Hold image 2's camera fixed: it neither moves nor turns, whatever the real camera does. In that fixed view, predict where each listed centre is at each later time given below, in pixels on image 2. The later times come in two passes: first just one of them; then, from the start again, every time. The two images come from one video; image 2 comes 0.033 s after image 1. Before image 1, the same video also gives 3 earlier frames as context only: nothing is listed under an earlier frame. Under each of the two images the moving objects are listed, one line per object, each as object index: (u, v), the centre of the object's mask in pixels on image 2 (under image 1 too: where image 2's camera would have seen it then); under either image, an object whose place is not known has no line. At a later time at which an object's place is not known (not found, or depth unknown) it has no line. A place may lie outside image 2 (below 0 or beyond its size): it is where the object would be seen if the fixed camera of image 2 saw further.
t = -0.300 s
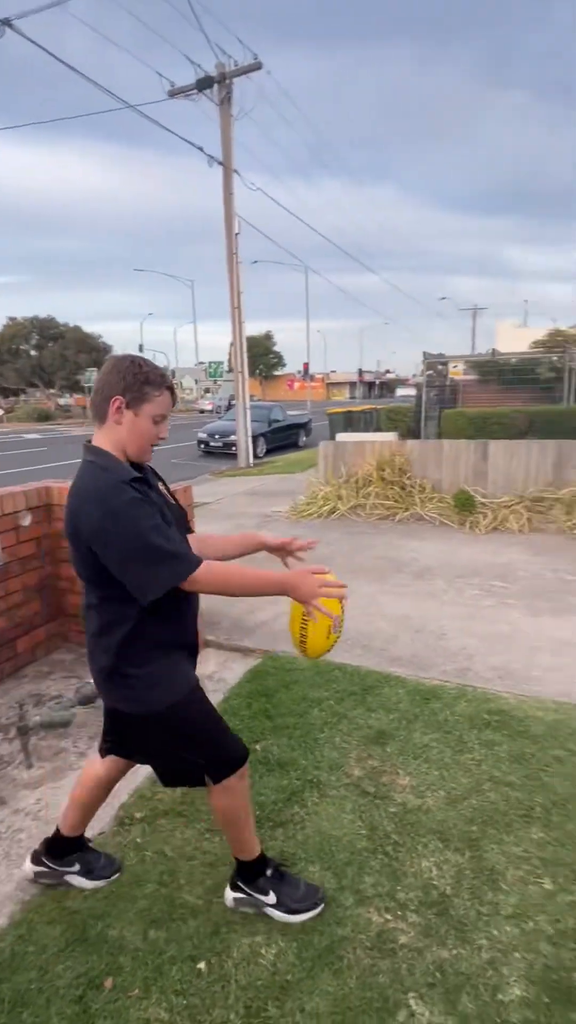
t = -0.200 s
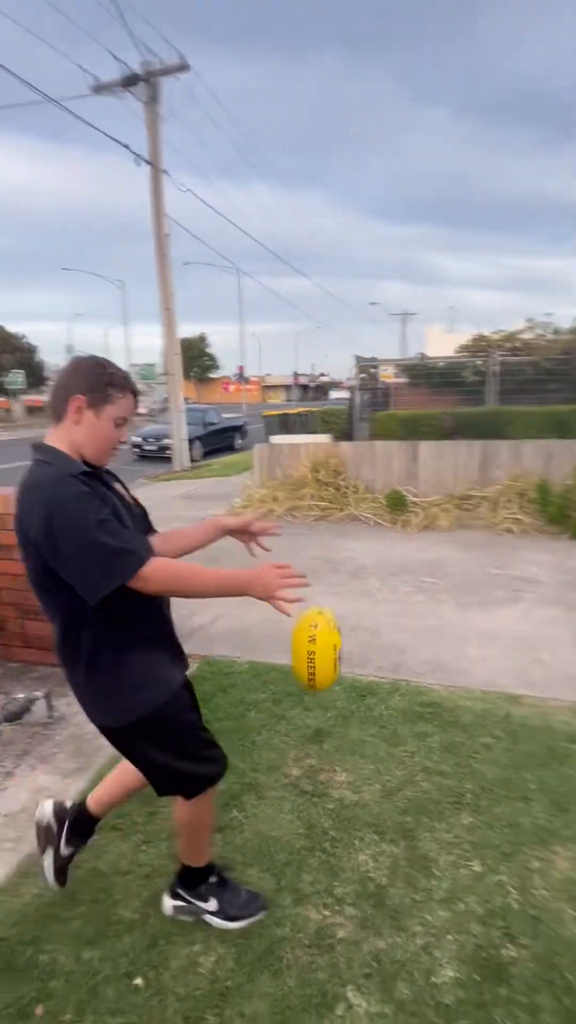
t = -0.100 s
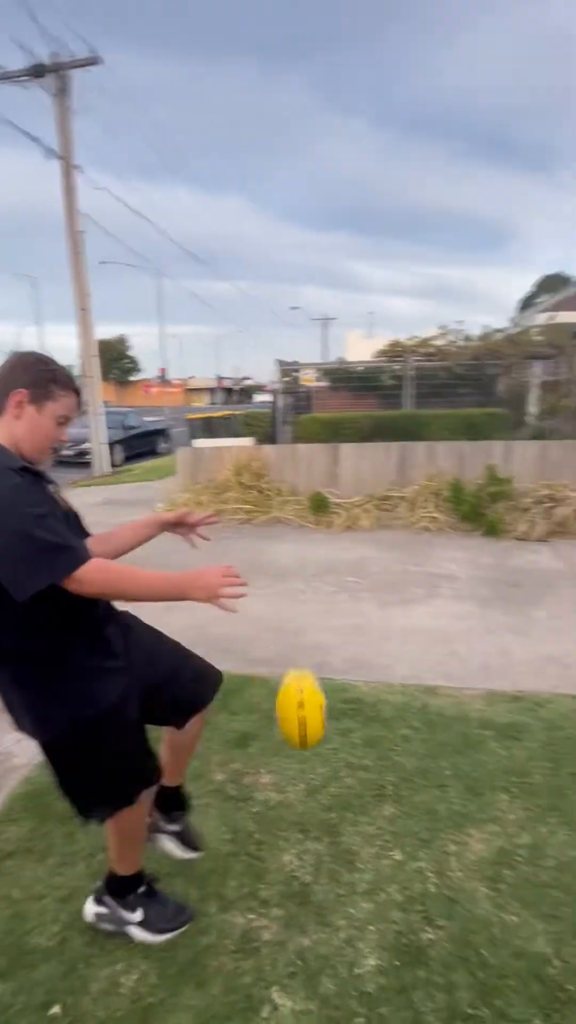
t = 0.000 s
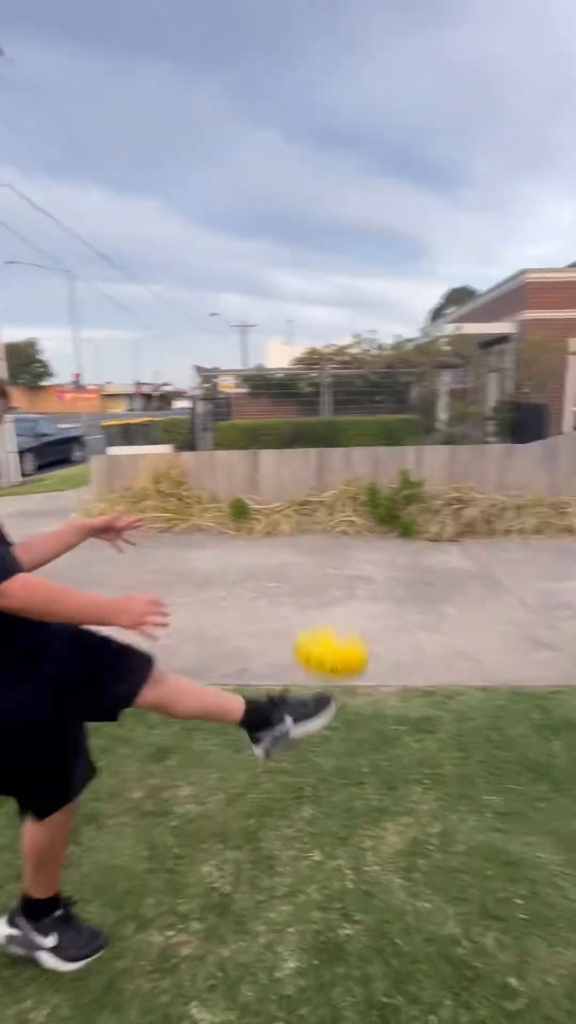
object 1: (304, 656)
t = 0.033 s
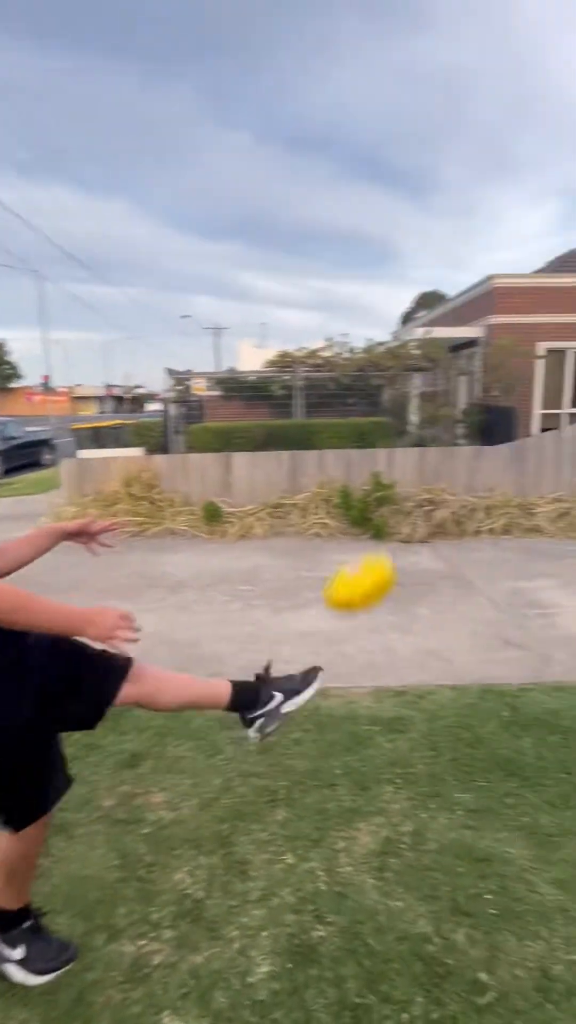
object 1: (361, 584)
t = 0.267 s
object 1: (685, 218)
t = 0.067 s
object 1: (414, 514)
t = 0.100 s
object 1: (465, 449)
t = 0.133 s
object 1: (511, 394)
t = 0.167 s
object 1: (559, 344)
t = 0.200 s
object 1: (604, 295)
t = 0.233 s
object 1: (647, 253)
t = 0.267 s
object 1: (685, 218)
